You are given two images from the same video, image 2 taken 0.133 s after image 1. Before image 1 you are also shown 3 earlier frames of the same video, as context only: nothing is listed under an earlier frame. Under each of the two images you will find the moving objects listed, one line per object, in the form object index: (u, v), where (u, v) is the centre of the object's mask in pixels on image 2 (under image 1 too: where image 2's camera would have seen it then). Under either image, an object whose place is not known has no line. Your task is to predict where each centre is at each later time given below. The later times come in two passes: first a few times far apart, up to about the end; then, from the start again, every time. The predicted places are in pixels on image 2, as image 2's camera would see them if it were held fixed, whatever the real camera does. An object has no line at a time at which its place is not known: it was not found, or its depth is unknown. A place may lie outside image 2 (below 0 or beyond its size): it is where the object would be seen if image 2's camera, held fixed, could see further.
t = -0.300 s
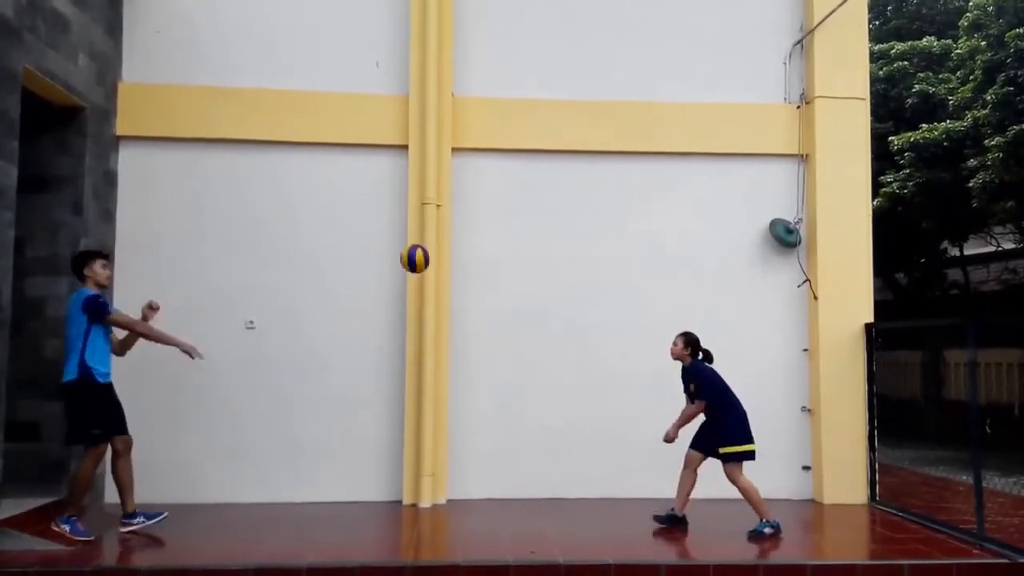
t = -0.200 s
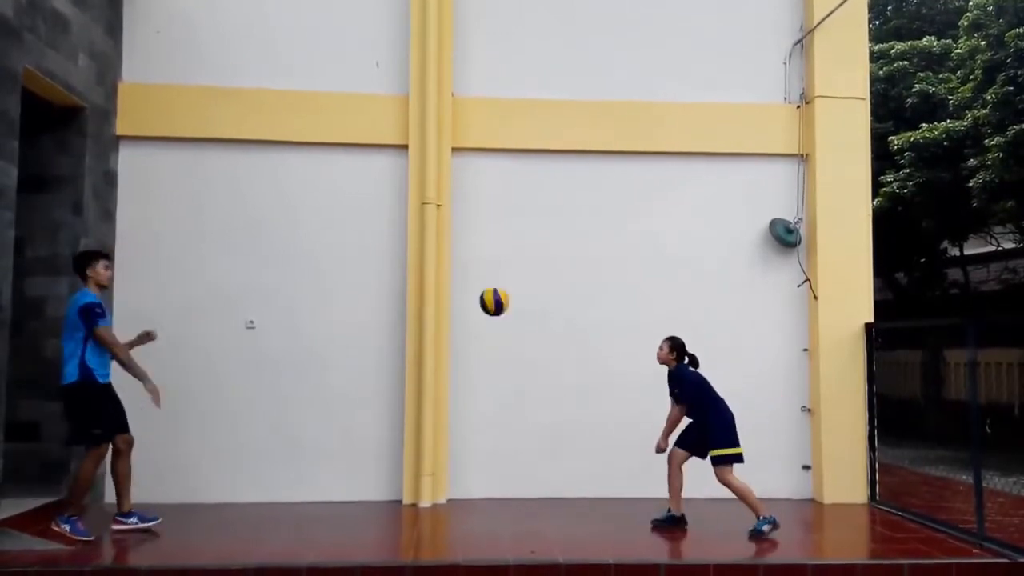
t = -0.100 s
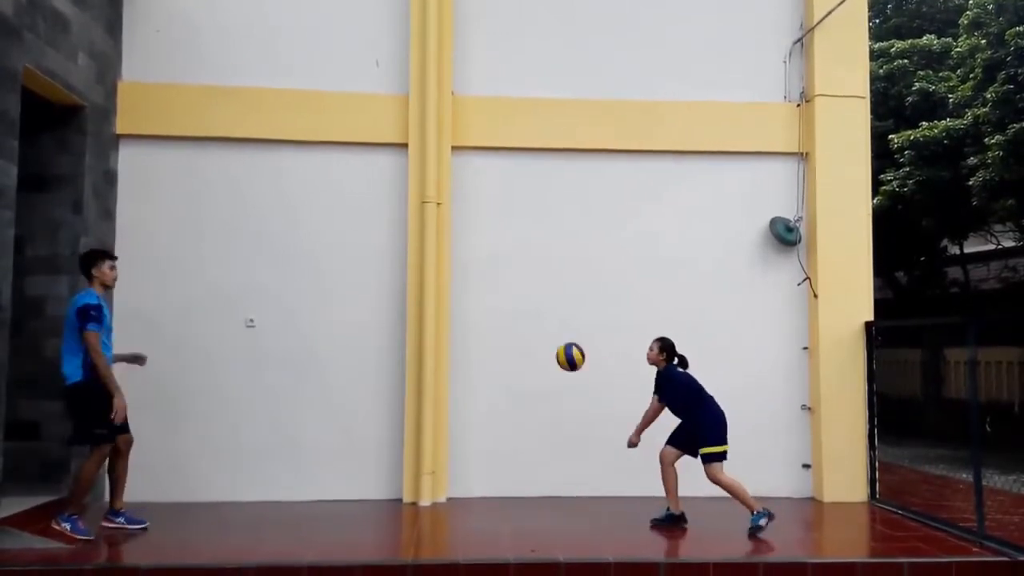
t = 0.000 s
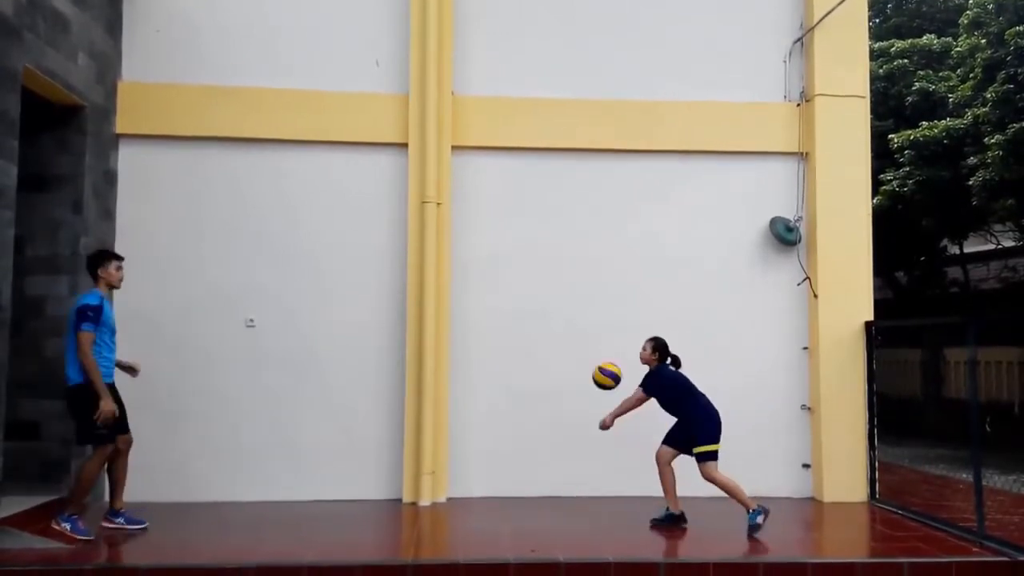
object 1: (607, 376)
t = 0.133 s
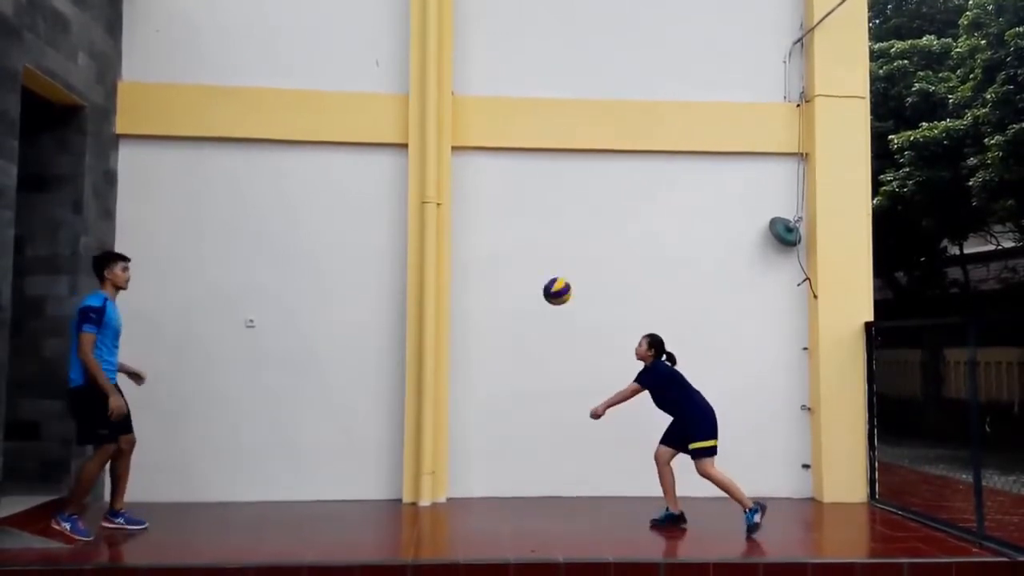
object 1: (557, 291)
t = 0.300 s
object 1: (496, 218)
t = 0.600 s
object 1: (386, 176)
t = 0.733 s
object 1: (336, 196)
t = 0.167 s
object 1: (545, 273)
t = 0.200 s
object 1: (532, 257)
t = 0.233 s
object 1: (520, 243)
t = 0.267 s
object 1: (508, 230)
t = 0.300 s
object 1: (496, 218)
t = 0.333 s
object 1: (484, 208)
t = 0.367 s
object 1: (471, 199)
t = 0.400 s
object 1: (459, 192)
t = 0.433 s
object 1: (446, 186)
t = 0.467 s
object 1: (434, 181)
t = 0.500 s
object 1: (422, 178)
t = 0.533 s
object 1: (410, 176)
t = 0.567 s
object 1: (397, 175)
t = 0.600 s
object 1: (386, 176)
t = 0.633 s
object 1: (373, 179)
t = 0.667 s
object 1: (361, 182)
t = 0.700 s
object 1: (348, 188)
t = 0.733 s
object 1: (336, 196)
